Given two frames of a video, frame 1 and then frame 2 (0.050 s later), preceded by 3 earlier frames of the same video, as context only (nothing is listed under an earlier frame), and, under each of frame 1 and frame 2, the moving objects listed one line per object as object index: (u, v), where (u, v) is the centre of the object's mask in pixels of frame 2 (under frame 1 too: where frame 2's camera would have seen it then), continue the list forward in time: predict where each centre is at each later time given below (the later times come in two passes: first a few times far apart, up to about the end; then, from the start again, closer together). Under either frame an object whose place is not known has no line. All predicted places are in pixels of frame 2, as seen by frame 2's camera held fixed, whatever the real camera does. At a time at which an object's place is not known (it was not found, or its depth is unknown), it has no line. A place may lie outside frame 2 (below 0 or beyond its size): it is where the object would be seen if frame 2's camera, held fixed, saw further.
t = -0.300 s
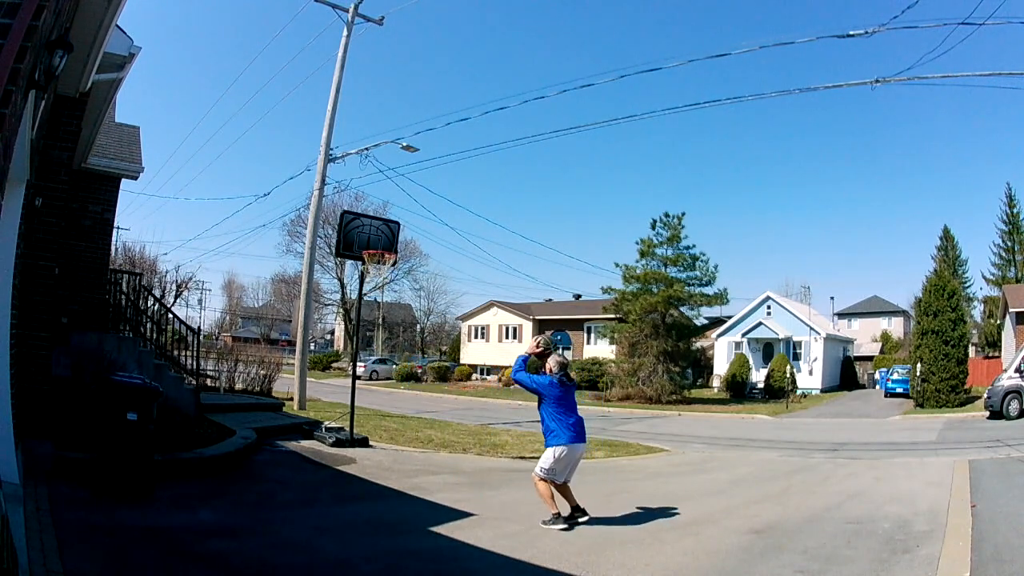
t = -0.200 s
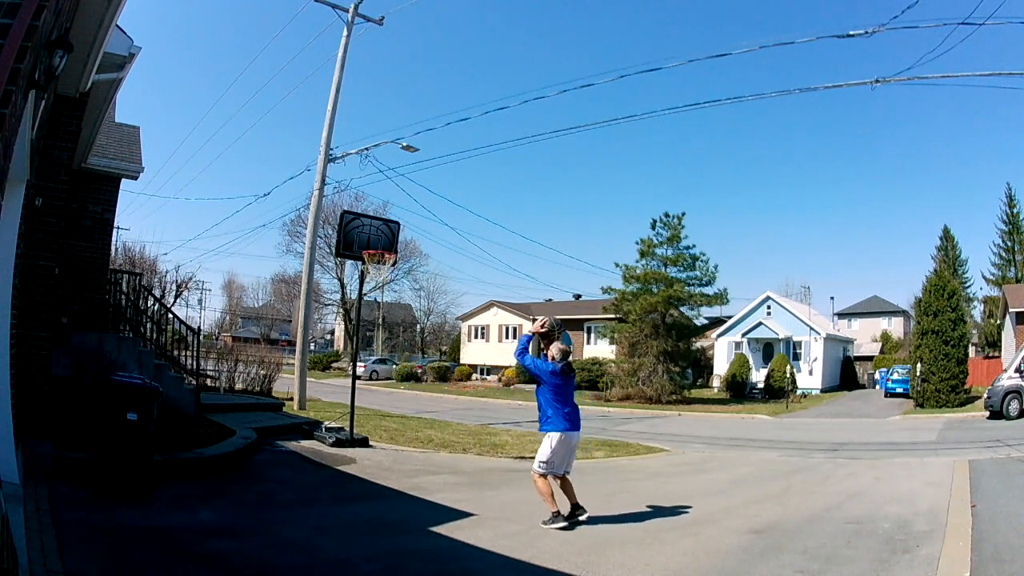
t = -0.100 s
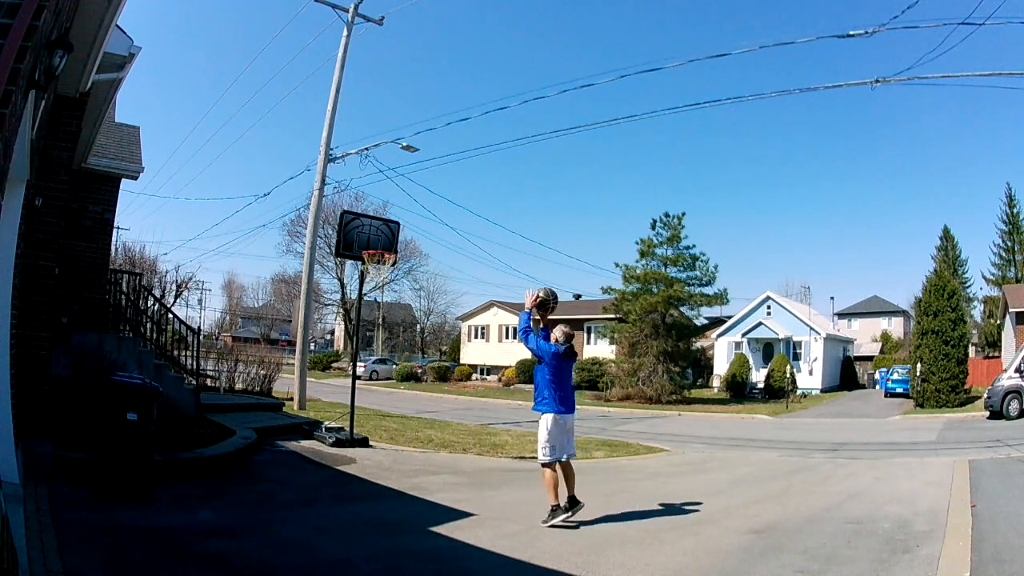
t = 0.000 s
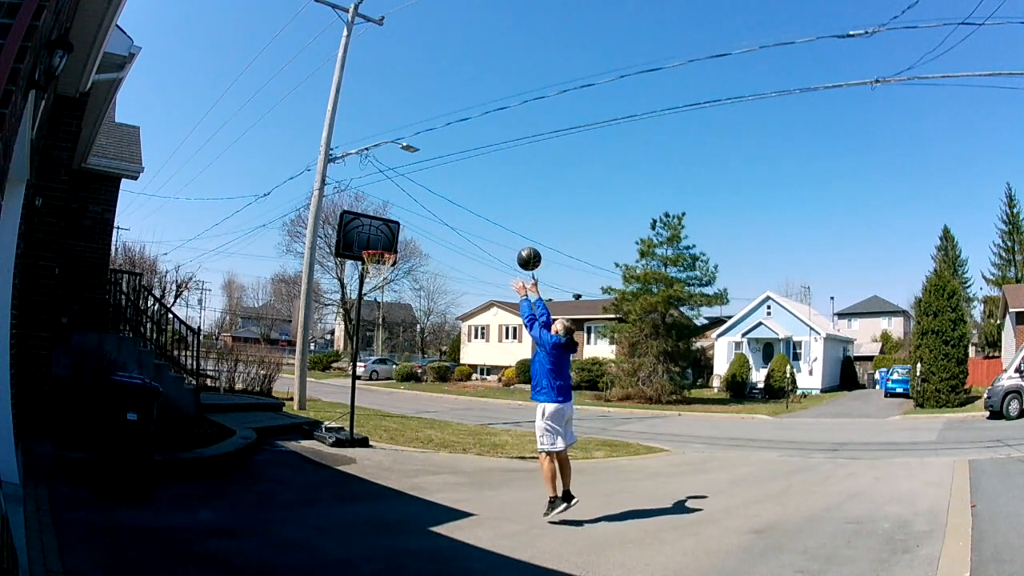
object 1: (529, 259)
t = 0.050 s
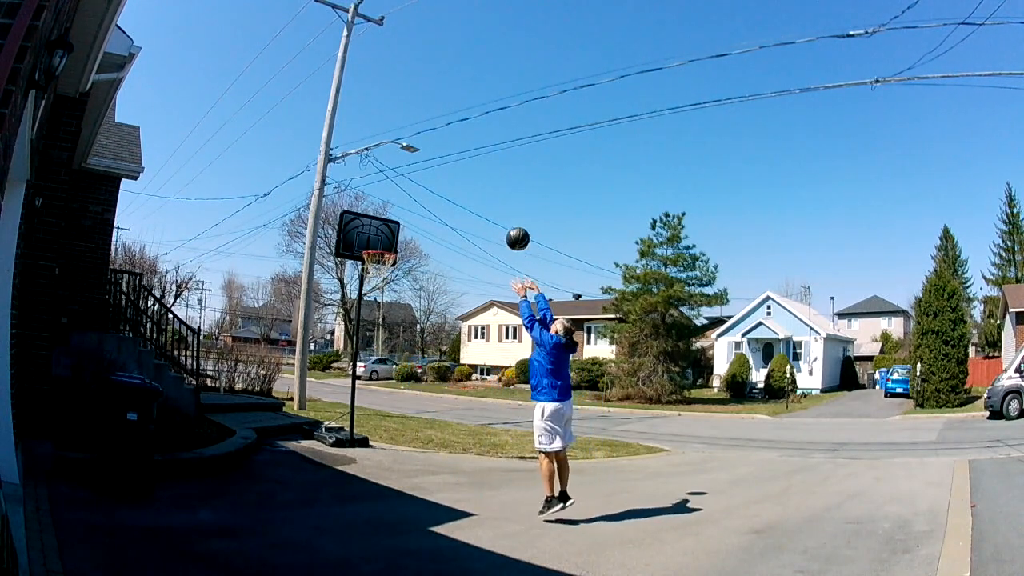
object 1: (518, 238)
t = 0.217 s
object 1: (484, 195)
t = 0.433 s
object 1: (446, 182)
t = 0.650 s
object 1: (414, 204)
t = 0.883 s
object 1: (379, 254)
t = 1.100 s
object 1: (367, 300)
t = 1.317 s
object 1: (355, 369)
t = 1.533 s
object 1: (346, 445)
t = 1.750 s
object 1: (349, 383)
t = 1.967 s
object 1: (351, 351)
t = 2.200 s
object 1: (352, 359)
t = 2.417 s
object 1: (352, 415)
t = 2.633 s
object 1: (354, 474)
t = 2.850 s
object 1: (354, 422)
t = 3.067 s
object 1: (354, 415)
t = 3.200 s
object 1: (355, 437)
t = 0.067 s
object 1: (514, 232)
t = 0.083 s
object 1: (510, 227)
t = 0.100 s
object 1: (507, 222)
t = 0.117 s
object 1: (503, 217)
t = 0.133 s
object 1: (500, 213)
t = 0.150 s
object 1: (497, 209)
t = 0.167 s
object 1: (493, 205)
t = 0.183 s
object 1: (490, 201)
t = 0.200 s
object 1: (487, 198)
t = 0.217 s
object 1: (484, 195)
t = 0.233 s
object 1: (481, 193)
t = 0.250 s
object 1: (477, 191)
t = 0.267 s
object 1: (474, 189)
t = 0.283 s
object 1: (472, 187)
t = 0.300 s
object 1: (469, 185)
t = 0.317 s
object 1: (465, 184)
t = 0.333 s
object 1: (463, 183)
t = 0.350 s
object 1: (460, 182)
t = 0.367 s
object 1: (457, 182)
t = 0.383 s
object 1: (454, 182)
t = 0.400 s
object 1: (452, 182)
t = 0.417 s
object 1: (449, 182)
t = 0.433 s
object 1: (446, 182)
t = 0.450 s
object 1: (444, 183)
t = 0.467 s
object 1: (441, 183)
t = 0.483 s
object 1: (438, 185)
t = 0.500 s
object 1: (436, 186)
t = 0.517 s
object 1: (433, 187)
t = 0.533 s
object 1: (431, 188)
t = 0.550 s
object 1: (428, 190)
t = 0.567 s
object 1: (426, 192)
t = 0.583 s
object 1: (423, 194)
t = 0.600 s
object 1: (421, 196)
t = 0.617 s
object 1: (418, 199)
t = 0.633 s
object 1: (416, 201)
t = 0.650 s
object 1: (414, 204)
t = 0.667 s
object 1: (411, 207)
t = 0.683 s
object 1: (409, 209)
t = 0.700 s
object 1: (406, 213)
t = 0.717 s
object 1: (404, 216)
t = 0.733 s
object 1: (402, 220)
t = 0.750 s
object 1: (399, 223)
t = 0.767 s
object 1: (397, 227)
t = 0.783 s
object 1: (395, 230)
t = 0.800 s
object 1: (392, 235)
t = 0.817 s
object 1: (389, 241)
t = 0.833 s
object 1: (387, 243)
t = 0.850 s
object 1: (386, 246)
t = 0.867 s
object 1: (384, 249)
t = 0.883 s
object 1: (379, 254)
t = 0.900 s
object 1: (377, 261)
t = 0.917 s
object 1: (376, 262)
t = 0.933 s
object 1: (376, 272)
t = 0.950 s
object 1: (374, 273)
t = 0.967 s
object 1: (373, 275)
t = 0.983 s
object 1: (373, 278)
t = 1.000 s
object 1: (372, 280)
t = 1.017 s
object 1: (371, 284)
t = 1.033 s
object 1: (370, 286)
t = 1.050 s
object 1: (370, 290)
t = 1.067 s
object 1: (369, 293)
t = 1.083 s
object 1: (367, 296)
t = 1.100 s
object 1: (367, 300)
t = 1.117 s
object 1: (367, 303)
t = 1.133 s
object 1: (366, 308)
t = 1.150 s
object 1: (364, 312)
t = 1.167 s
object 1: (363, 317)
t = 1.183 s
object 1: (361, 321)
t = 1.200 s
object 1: (362, 325)
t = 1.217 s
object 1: (360, 330)
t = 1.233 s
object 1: (359, 337)
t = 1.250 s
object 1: (358, 343)
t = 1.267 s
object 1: (357, 347)
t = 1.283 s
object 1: (358, 356)
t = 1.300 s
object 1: (356, 362)
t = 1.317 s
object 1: (355, 369)
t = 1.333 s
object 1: (354, 376)
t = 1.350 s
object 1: (353, 384)
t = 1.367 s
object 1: (352, 391)
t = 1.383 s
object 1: (352, 399)
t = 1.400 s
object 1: (351, 406)
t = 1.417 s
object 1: (350, 415)
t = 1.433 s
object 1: (349, 422)
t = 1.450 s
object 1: (349, 431)
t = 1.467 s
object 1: (346, 437)
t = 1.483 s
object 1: (347, 448)
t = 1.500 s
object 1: (347, 456)
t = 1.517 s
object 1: (347, 451)
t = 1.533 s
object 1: (346, 445)
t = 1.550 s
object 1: (345, 438)
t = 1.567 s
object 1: (346, 432)
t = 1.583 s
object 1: (347, 429)
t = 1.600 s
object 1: (347, 424)
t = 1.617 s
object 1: (347, 418)
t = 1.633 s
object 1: (347, 413)
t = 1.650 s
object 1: (348, 408)
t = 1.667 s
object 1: (348, 404)
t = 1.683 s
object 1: (348, 399)
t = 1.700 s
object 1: (348, 394)
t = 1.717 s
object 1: (348, 390)
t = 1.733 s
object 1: (348, 387)
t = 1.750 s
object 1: (349, 383)
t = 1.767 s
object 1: (349, 380)
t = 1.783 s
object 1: (349, 376)
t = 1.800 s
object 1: (349, 372)
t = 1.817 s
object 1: (349, 369)
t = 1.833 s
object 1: (349, 366)
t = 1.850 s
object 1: (349, 363)
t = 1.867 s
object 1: (350, 360)
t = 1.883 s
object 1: (350, 358)
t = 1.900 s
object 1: (350, 356)
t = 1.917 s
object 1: (350, 355)
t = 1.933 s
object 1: (350, 353)
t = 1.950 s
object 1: (350, 351)
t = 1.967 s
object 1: (351, 351)
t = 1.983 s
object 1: (350, 350)
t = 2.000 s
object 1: (351, 349)
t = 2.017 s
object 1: (350, 348)
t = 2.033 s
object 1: (351, 348)
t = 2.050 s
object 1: (351, 348)
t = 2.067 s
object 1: (351, 348)
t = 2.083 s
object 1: (351, 349)
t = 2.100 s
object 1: (351, 350)
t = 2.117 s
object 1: (351, 350)
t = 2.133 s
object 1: (352, 351)
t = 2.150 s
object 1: (352, 353)
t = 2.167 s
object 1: (352, 354)
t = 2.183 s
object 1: (352, 356)
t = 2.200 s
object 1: (352, 359)
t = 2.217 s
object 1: (352, 361)
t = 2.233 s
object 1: (352, 364)
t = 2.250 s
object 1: (352, 367)
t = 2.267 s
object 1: (352, 371)
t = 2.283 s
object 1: (353, 375)
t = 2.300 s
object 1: (353, 379)
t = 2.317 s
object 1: (352, 383)
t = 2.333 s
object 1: (352, 387)
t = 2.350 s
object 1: (352, 392)
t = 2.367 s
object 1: (352, 397)
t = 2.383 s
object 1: (352, 402)
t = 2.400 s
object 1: (353, 408)
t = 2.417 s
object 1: (352, 415)
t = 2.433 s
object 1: (352, 421)
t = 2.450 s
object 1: (353, 428)
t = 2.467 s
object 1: (352, 432)
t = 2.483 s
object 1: (353, 442)
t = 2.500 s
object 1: (353, 449)
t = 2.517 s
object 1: (353, 457)
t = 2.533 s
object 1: (353, 465)
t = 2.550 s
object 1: (354, 474)
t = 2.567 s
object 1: (354, 484)
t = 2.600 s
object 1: (354, 485)
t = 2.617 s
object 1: (354, 479)
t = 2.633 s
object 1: (354, 474)
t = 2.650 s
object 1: (354, 468)
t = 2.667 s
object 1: (354, 463)
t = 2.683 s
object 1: (354, 458)
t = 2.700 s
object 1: (354, 453)
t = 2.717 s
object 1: (354, 451)
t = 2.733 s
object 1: (353, 448)
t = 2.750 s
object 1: (354, 441)
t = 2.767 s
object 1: (355, 437)
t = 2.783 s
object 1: (355, 435)
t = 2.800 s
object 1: (354, 431)
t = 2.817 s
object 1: (354, 427)
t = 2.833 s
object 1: (354, 424)
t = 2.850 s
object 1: (354, 422)
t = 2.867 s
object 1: (354, 420)
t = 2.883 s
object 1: (354, 418)
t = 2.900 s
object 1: (354, 416)
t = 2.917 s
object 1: (354, 415)
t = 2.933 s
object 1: (354, 413)
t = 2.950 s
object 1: (354, 412)
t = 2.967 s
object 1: (354, 412)
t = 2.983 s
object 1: (354, 412)
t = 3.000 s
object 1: (354, 412)
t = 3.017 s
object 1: (354, 412)
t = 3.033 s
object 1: (354, 413)
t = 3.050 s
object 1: (354, 414)
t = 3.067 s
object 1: (354, 415)
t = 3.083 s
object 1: (354, 416)
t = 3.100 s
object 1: (354, 418)
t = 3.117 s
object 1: (354, 421)
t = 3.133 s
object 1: (354, 424)
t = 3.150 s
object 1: (354, 425)
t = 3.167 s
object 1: (354, 428)
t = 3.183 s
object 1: (354, 431)
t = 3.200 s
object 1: (355, 437)
